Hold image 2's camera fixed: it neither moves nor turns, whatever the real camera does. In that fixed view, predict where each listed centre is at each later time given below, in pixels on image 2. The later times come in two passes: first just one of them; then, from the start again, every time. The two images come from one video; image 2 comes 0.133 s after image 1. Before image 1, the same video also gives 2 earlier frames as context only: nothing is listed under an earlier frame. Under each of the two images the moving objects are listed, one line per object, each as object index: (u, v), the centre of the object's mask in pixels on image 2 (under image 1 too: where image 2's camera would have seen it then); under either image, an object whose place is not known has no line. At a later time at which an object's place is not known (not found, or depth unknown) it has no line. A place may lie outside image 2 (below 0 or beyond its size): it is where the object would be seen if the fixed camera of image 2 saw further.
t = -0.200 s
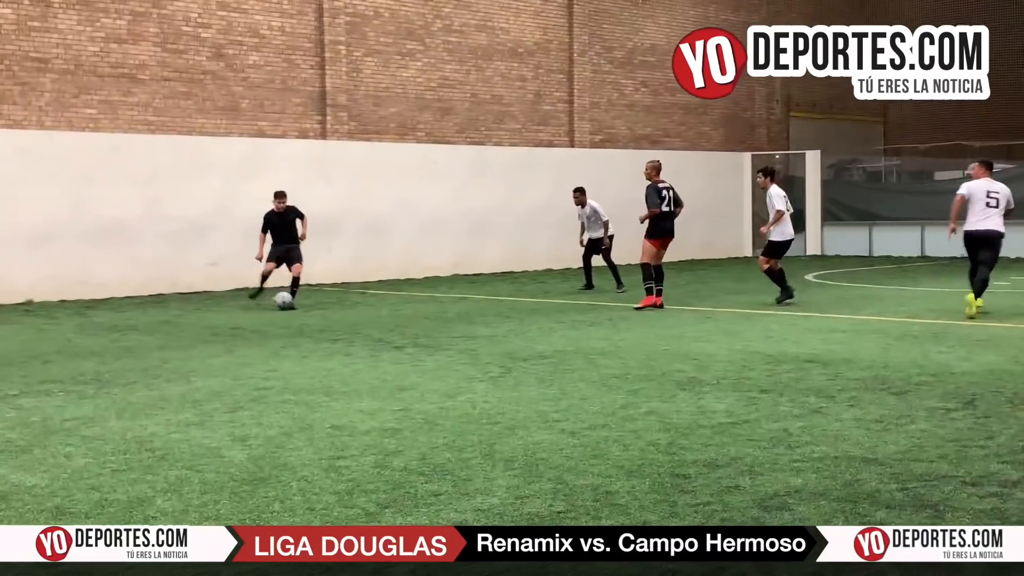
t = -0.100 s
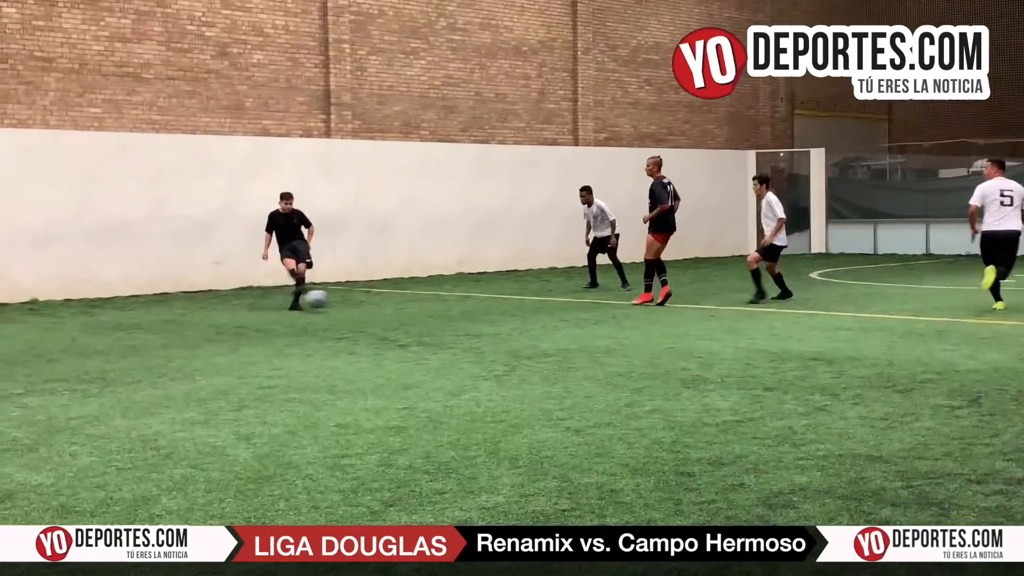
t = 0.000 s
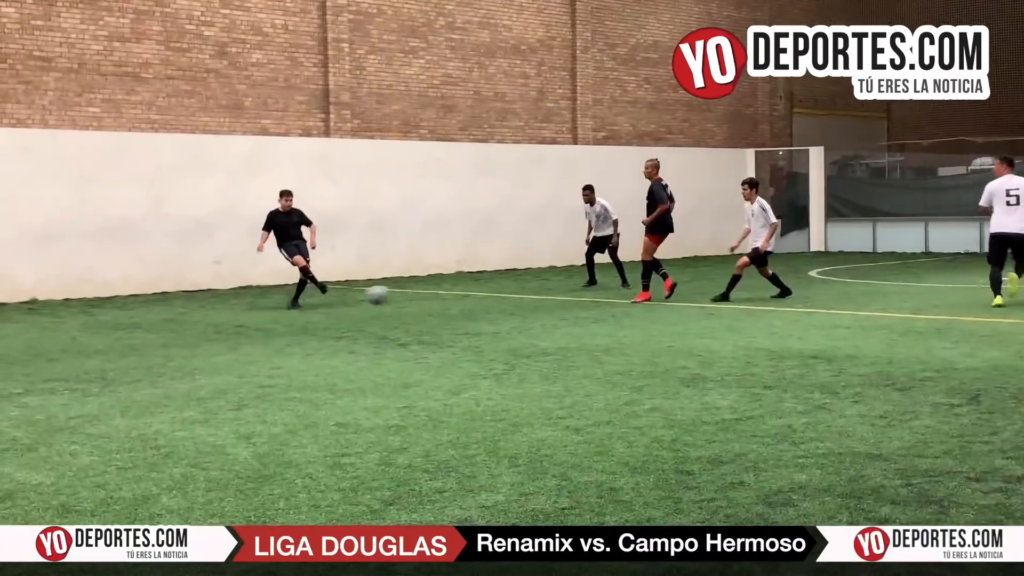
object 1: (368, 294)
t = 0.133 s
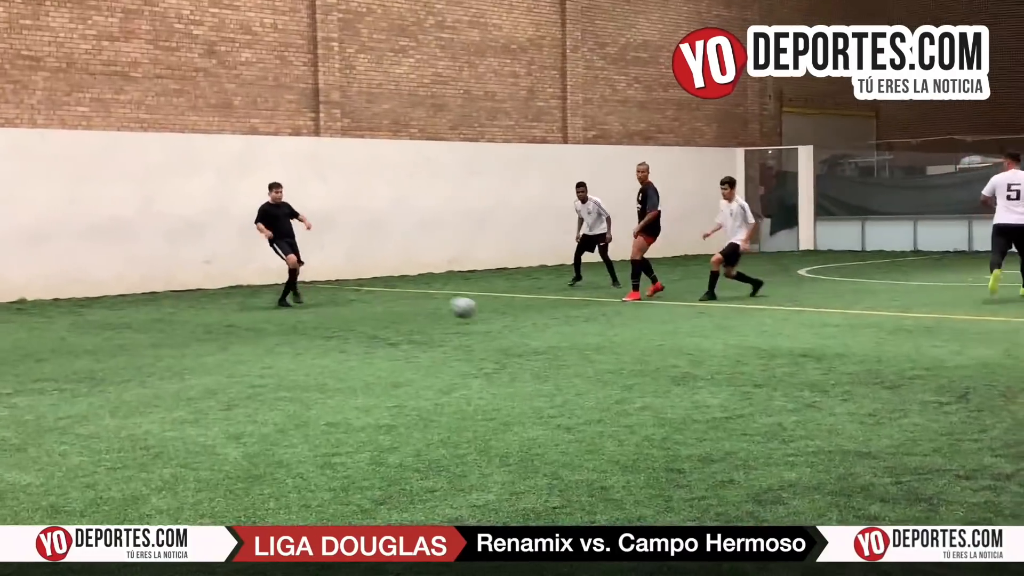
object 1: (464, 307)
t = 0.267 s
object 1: (558, 313)
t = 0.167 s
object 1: (489, 315)
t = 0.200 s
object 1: (511, 316)
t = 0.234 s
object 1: (524, 315)
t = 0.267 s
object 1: (558, 313)
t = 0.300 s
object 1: (582, 314)
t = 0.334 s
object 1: (606, 316)
